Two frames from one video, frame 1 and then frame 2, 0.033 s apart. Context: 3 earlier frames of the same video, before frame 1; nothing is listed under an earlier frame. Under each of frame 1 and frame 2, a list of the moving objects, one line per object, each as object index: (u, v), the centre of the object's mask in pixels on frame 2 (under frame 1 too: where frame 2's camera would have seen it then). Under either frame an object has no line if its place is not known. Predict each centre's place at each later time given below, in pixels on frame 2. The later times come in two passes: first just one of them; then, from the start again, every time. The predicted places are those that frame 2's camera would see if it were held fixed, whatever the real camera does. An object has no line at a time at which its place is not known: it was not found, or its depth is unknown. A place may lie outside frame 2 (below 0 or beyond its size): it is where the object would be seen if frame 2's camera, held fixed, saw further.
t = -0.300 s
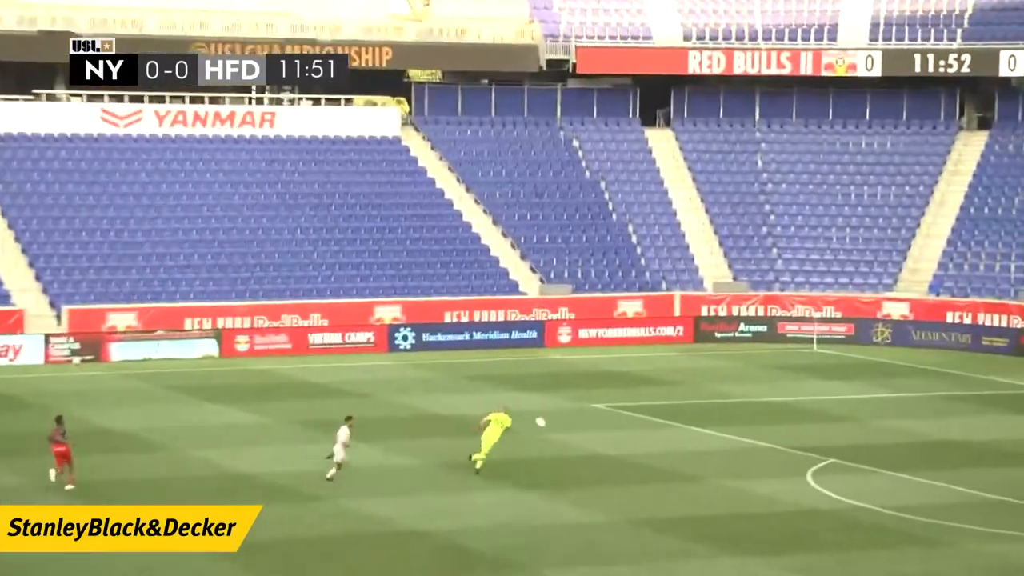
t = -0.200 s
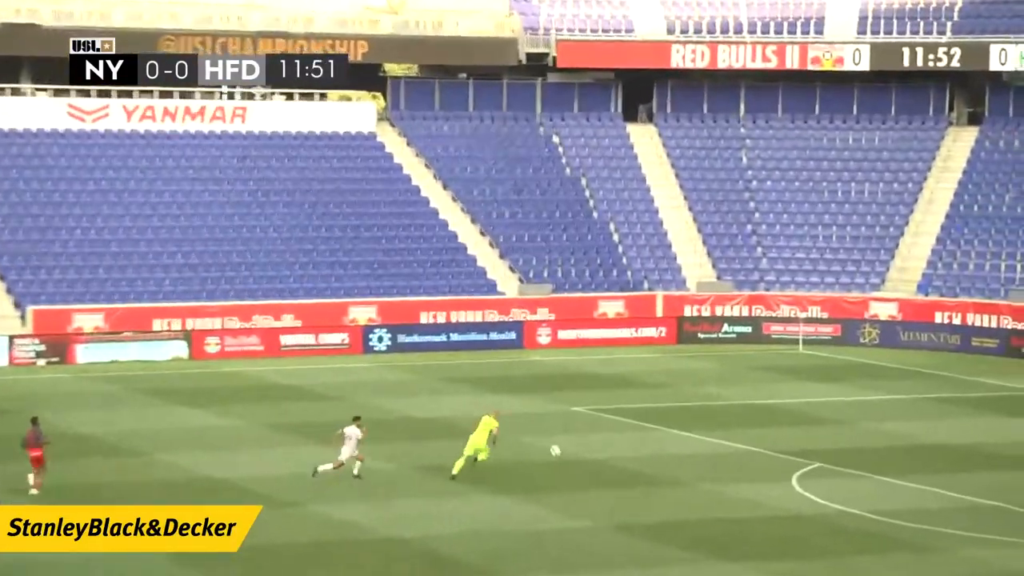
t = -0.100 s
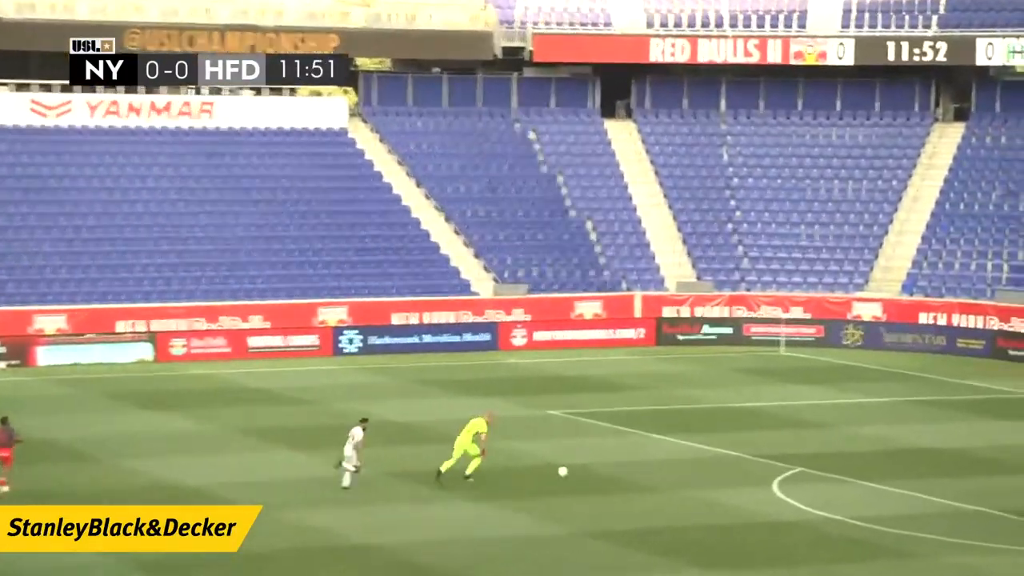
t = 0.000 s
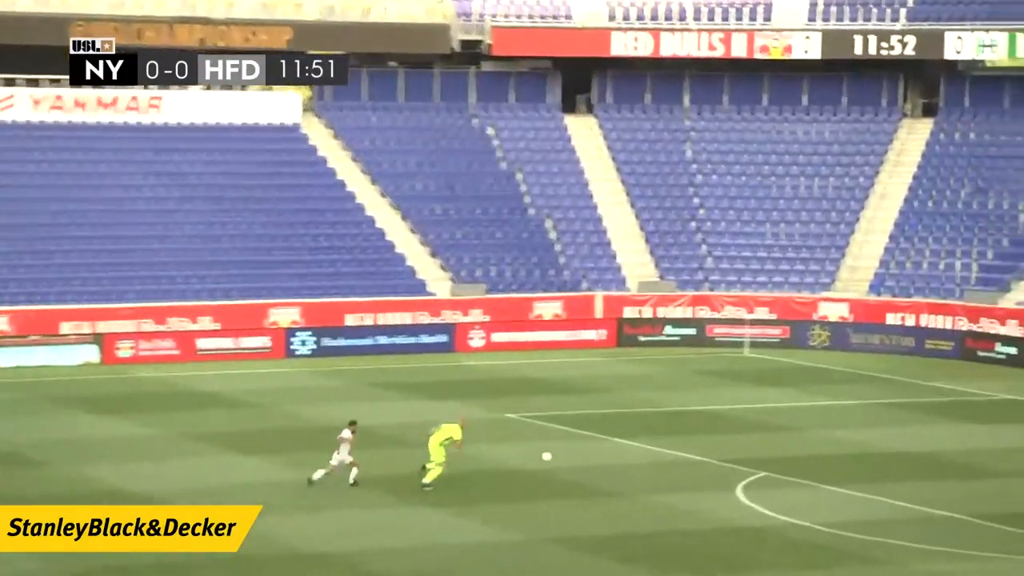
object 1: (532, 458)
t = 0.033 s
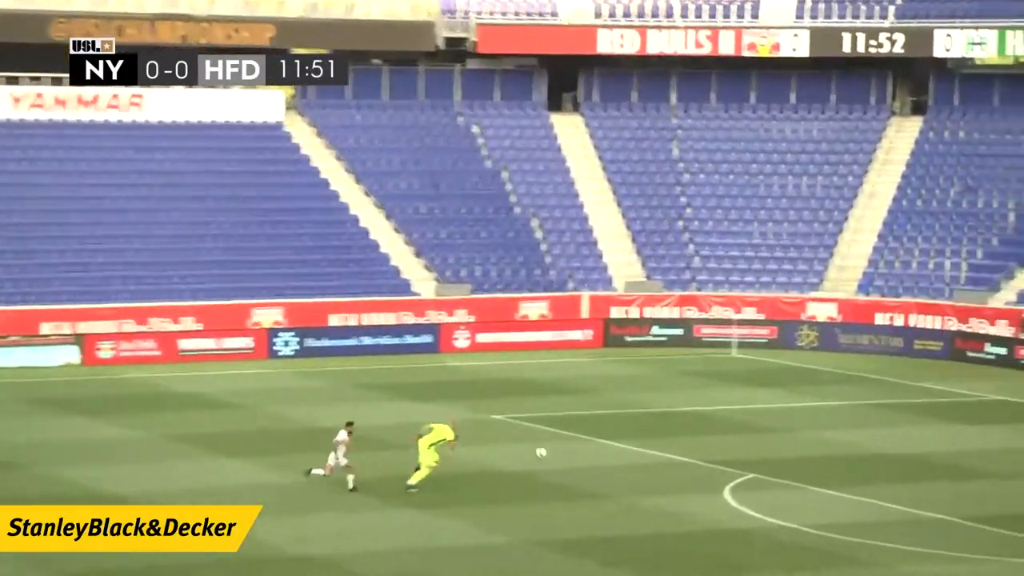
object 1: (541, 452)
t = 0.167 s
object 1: (573, 435)
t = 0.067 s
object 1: (549, 448)
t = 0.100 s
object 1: (558, 443)
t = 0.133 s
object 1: (566, 438)
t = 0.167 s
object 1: (573, 435)
